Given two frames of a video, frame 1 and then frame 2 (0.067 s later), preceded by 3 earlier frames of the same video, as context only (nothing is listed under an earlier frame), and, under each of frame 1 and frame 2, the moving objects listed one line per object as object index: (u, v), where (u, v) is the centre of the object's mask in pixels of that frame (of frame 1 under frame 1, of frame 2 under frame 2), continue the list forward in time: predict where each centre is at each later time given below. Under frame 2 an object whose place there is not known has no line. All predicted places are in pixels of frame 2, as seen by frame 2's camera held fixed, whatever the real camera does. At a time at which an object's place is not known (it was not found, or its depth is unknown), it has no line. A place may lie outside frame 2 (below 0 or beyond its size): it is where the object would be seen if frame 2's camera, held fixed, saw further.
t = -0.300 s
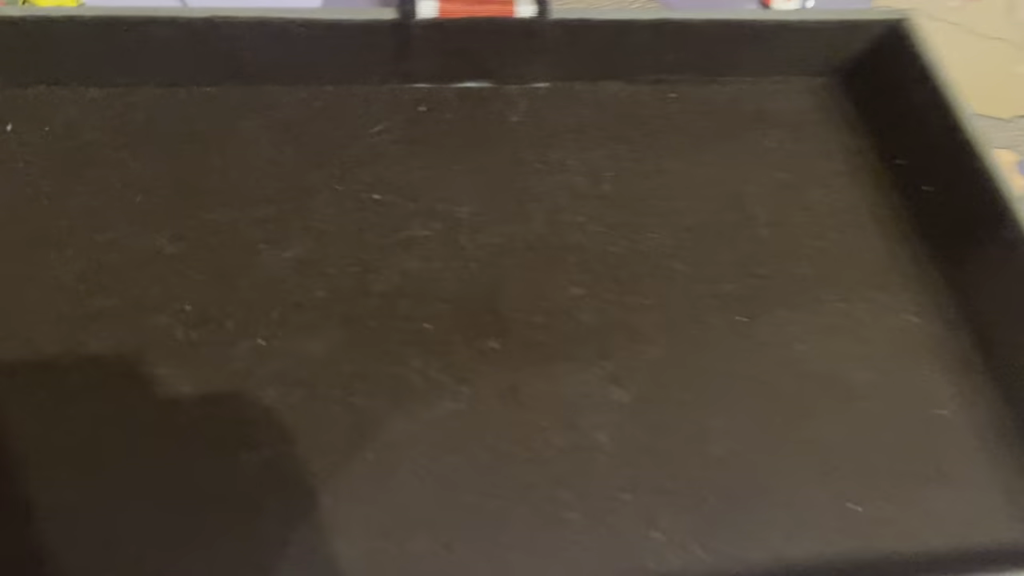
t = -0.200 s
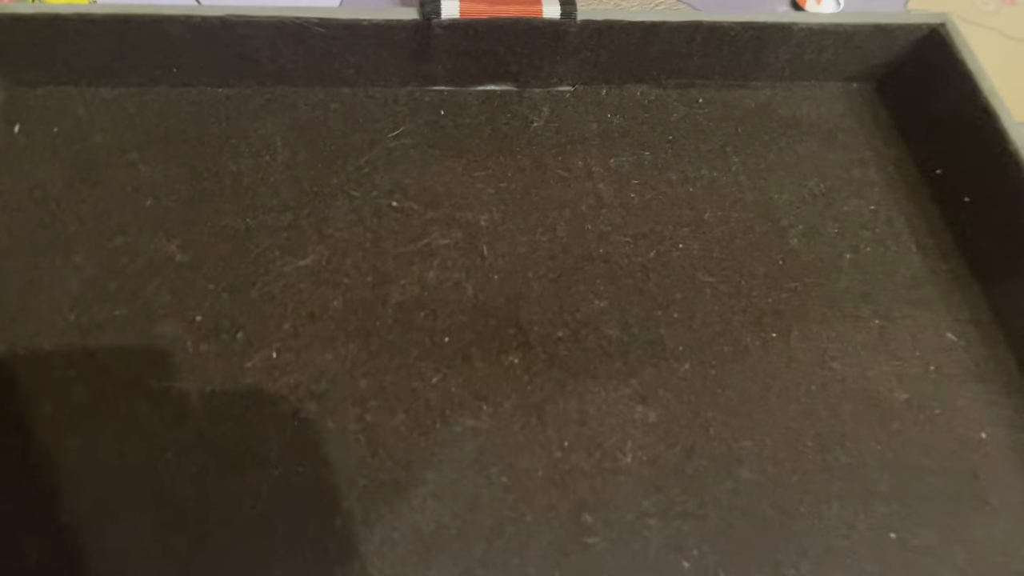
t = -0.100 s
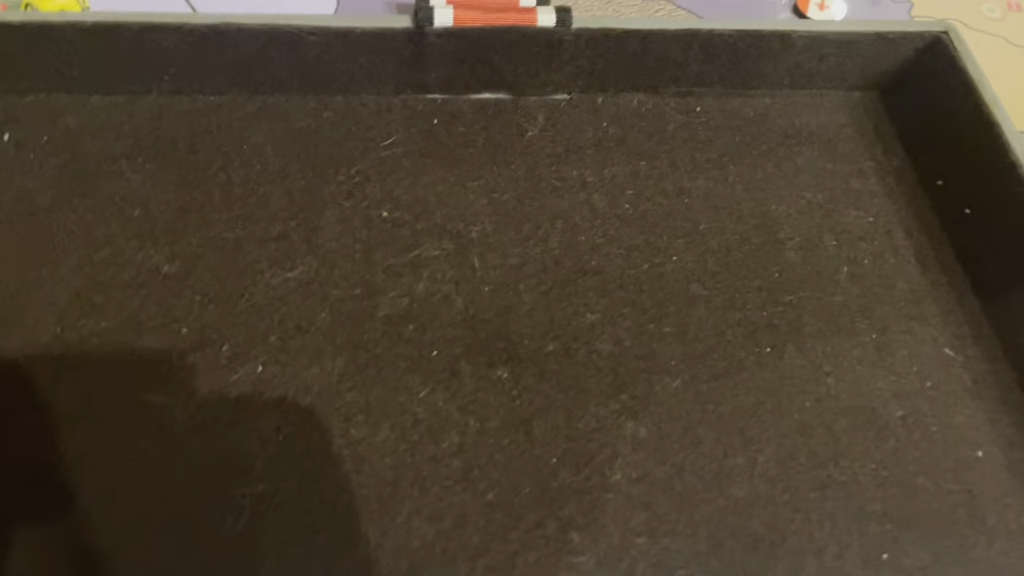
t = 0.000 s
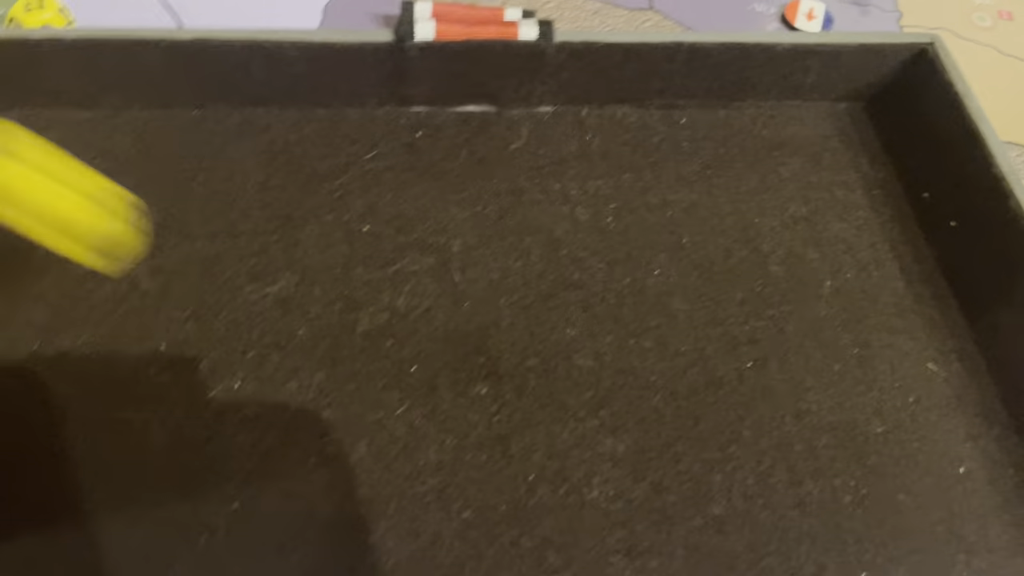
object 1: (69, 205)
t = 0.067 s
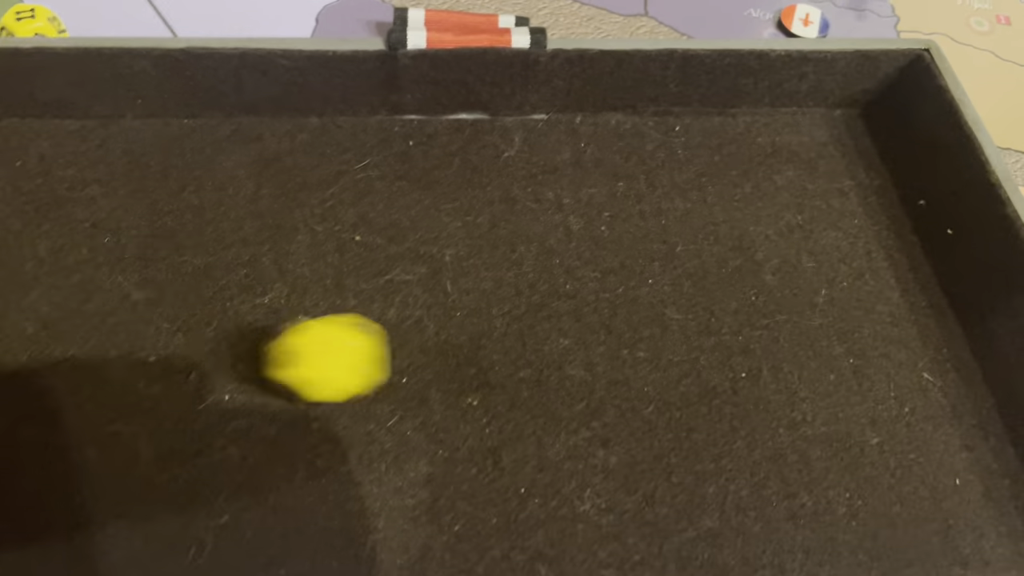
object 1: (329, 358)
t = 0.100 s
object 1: (401, 358)
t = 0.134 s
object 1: (482, 378)
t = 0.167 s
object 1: (556, 425)
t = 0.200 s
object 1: (635, 470)
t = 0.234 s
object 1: (722, 498)
